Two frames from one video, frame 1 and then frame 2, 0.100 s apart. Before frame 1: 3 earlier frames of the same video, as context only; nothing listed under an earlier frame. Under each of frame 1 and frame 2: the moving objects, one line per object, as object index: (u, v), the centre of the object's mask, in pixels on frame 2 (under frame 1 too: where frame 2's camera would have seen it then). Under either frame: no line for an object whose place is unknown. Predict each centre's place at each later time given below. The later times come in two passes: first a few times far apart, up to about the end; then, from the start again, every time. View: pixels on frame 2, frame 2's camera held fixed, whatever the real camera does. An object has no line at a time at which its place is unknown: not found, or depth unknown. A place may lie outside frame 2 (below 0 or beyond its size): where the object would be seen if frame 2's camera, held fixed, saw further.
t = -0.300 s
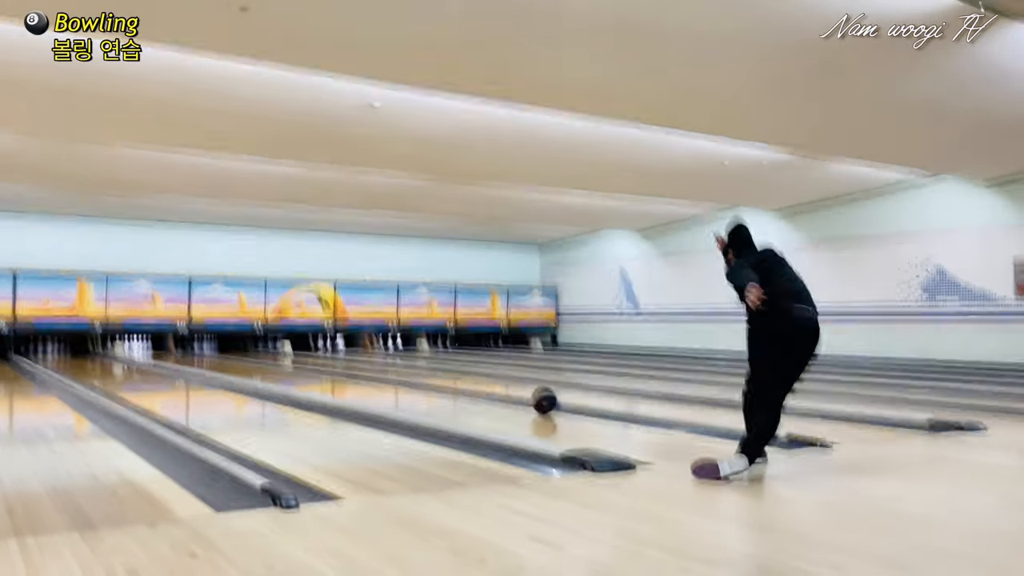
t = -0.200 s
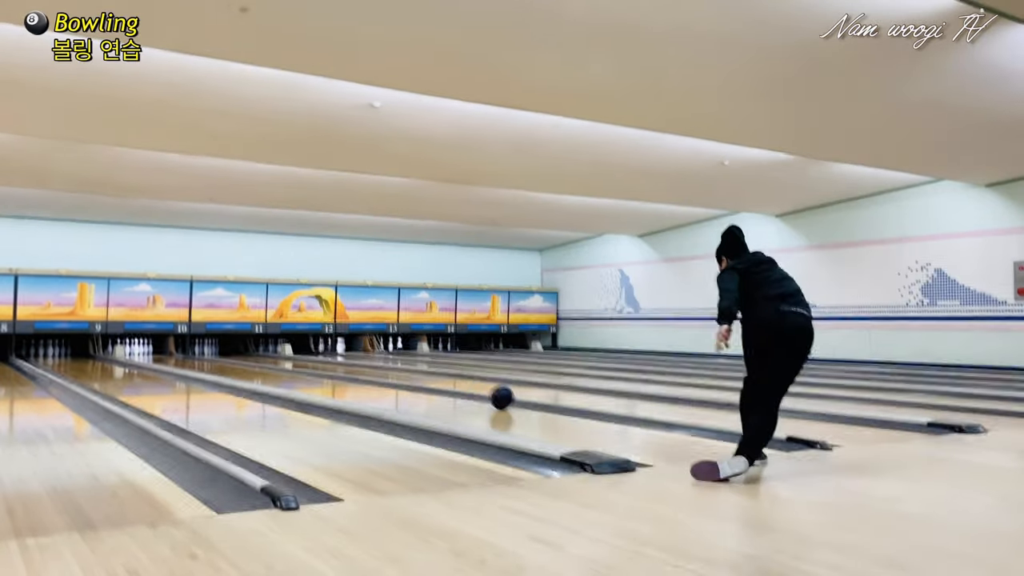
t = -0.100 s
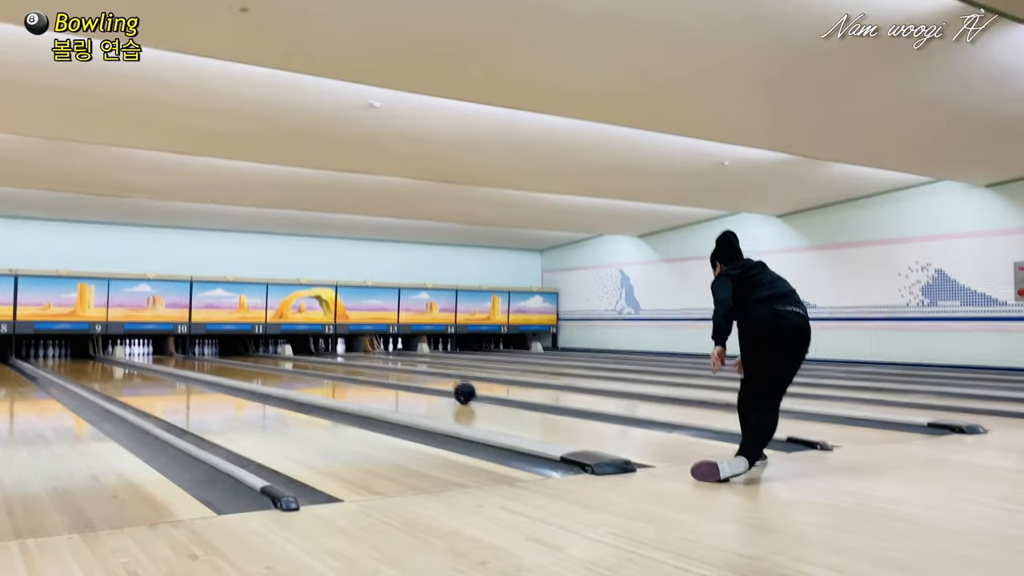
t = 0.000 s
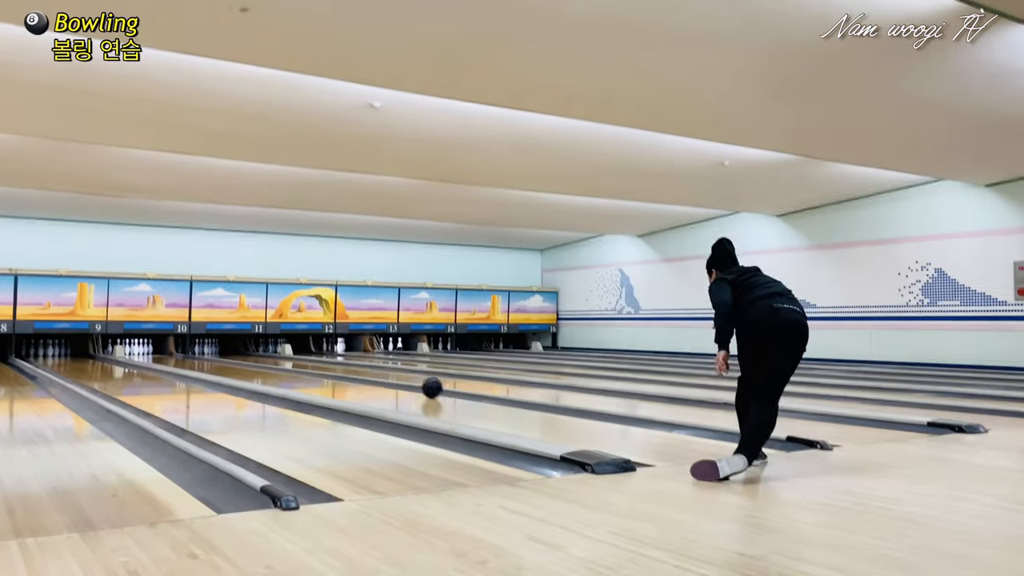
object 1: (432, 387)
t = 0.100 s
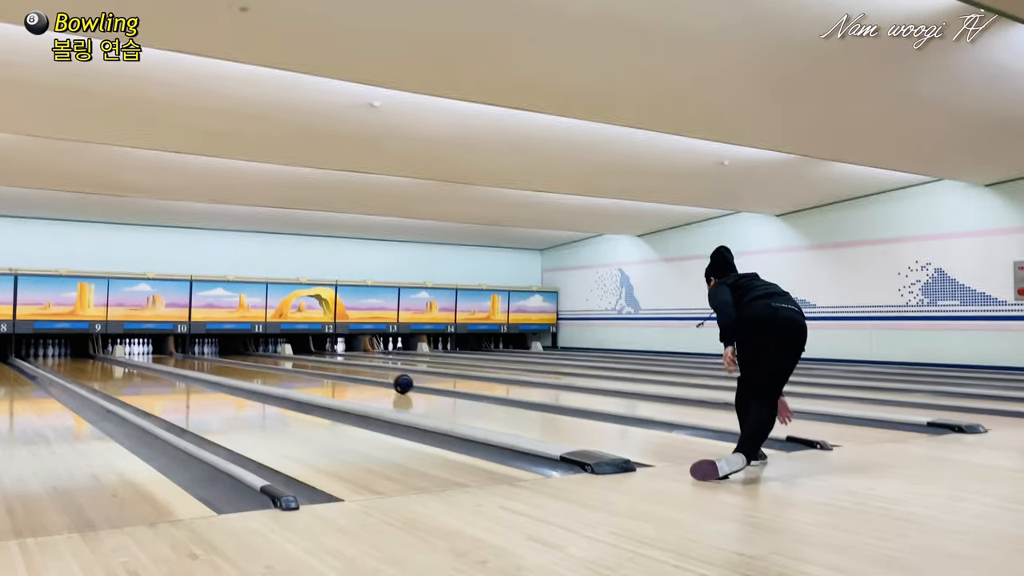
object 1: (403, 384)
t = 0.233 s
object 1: (369, 379)
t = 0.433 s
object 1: (330, 375)
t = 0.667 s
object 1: (289, 370)
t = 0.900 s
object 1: (255, 366)
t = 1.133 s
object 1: (227, 363)
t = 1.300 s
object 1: (209, 361)
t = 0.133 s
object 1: (394, 383)
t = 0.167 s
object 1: (386, 381)
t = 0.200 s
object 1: (377, 381)
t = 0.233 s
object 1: (369, 379)
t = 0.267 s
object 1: (362, 378)
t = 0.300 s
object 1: (354, 378)
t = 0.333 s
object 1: (347, 377)
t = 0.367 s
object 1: (340, 377)
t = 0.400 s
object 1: (337, 376)
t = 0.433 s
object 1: (330, 375)
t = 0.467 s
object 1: (323, 374)
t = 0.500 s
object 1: (317, 373)
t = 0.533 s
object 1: (312, 373)
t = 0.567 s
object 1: (306, 372)
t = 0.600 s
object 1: (299, 371)
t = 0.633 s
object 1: (294, 371)
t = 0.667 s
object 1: (289, 370)
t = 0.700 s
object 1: (284, 369)
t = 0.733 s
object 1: (279, 369)
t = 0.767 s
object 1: (274, 368)
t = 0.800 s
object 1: (269, 367)
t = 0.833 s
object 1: (265, 367)
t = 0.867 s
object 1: (260, 367)
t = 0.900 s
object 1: (255, 366)
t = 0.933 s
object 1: (251, 366)
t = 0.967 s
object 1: (247, 365)
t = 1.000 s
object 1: (242, 365)
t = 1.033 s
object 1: (238, 364)
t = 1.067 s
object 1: (234, 364)
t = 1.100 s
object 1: (230, 363)
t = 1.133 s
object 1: (227, 363)
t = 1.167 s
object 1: (223, 362)
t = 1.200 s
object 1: (219, 362)
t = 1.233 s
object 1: (216, 361)
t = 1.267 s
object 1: (213, 361)
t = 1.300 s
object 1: (209, 361)
